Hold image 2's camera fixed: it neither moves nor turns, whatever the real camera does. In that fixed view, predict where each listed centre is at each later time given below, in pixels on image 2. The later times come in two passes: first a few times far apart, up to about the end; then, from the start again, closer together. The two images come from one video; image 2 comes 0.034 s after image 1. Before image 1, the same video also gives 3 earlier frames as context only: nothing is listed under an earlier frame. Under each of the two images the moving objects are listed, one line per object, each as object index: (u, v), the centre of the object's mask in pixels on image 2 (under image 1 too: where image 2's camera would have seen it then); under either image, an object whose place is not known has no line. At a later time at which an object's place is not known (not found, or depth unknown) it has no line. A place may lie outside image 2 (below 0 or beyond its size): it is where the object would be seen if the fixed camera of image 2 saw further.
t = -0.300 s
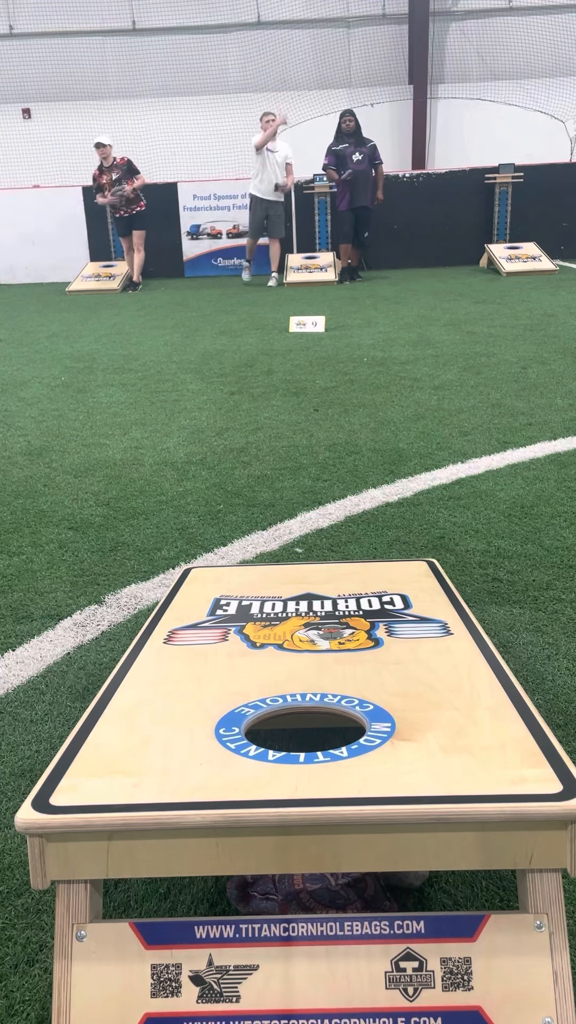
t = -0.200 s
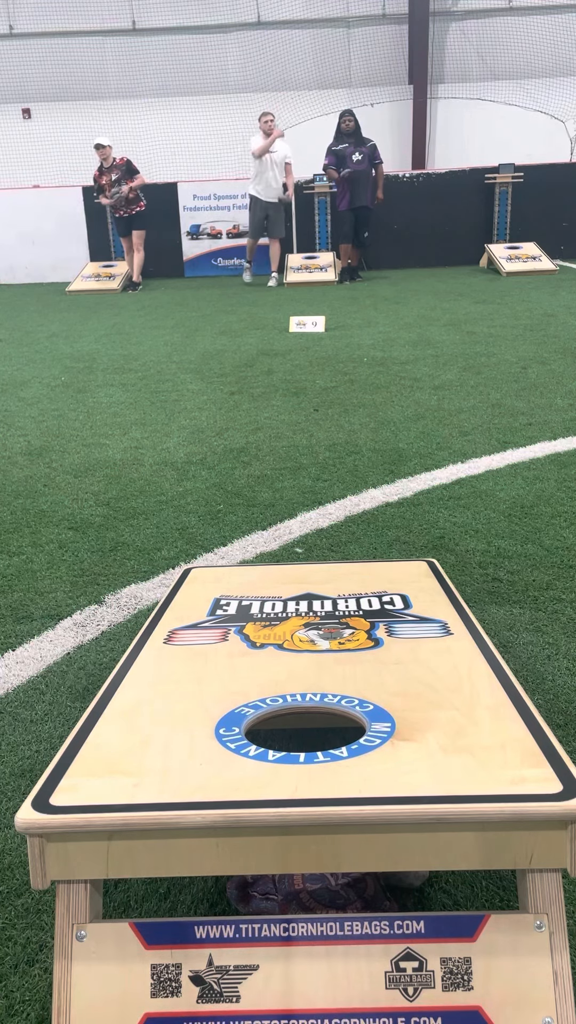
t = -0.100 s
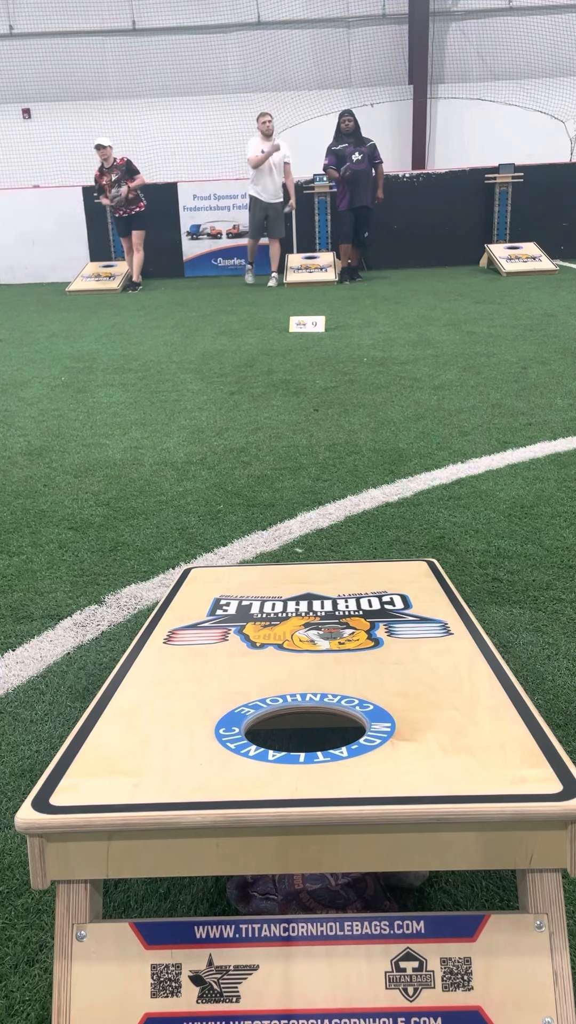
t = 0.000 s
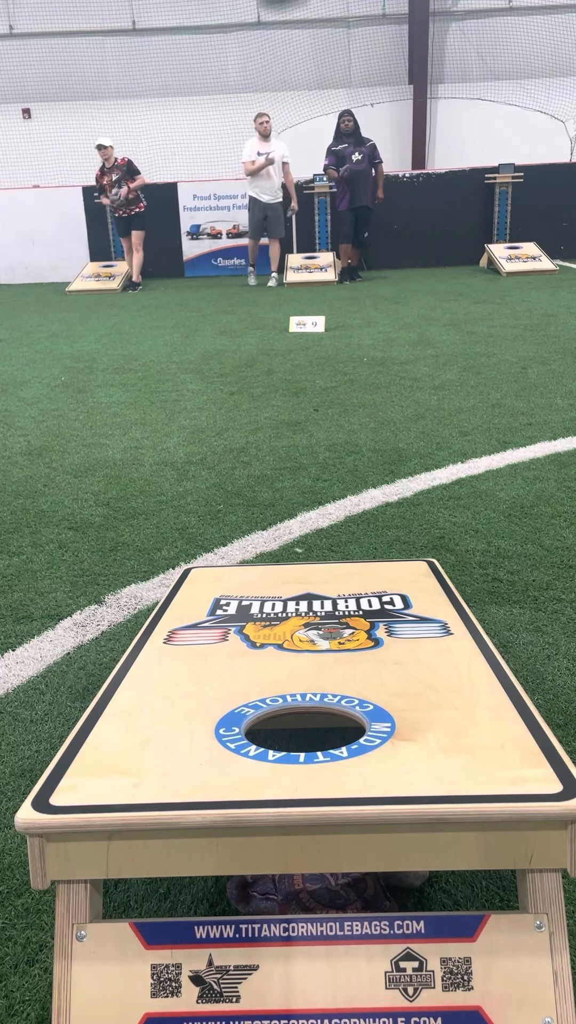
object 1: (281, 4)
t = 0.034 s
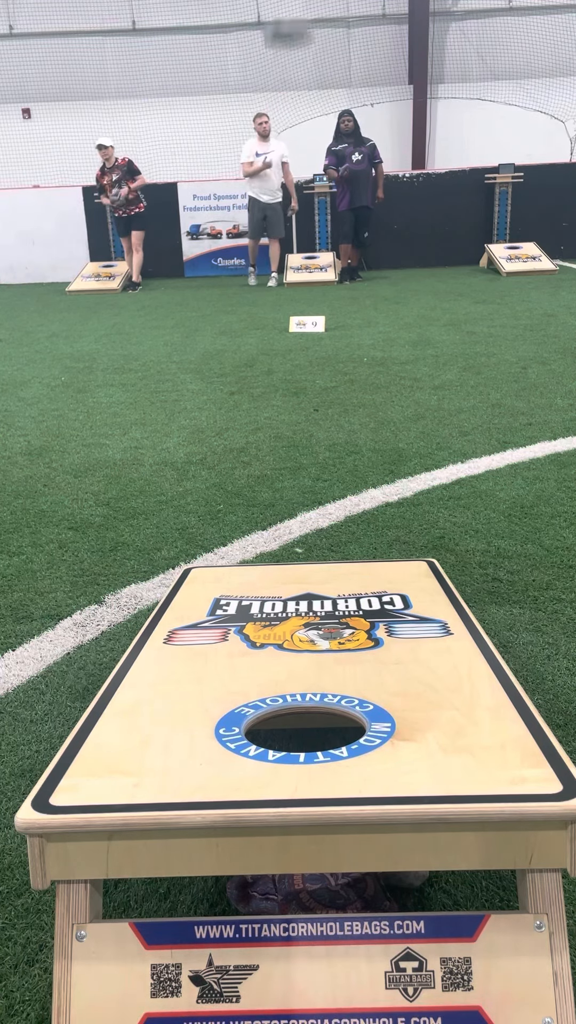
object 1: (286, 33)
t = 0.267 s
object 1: (360, 590)
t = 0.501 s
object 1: (417, 691)
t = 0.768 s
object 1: (469, 779)
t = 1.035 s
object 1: (473, 785)
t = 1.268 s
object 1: (473, 785)
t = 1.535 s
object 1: (473, 785)
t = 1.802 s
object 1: (473, 785)
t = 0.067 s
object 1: (293, 80)
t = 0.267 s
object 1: (360, 590)
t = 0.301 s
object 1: (367, 597)
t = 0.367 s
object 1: (379, 626)
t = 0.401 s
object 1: (388, 643)
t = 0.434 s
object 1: (400, 661)
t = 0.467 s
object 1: (409, 676)
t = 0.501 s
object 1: (417, 691)
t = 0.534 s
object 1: (425, 707)
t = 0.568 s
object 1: (435, 722)
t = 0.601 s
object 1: (442, 736)
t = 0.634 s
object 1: (449, 747)
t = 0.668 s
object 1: (455, 759)
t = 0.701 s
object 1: (461, 766)
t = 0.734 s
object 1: (465, 773)
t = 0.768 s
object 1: (469, 779)
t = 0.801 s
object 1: (471, 782)
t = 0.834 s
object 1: (473, 784)
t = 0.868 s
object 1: (473, 785)
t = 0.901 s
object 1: (473, 785)
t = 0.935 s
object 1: (473, 785)
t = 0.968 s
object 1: (473, 785)
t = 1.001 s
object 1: (473, 785)
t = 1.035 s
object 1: (473, 785)
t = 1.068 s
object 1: (473, 785)
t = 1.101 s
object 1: (473, 785)
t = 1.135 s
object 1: (473, 785)
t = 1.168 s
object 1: (473, 785)
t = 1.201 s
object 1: (473, 785)
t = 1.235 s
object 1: (473, 785)
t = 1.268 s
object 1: (473, 785)
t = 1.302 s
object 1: (473, 785)
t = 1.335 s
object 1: (473, 785)
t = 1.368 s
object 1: (473, 785)
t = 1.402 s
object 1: (473, 785)
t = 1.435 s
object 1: (473, 785)
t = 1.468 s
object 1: (473, 785)
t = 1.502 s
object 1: (473, 785)
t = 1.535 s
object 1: (473, 785)
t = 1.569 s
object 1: (473, 785)
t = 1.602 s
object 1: (473, 785)
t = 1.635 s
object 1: (473, 785)
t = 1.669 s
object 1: (473, 785)
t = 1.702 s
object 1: (473, 785)
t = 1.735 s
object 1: (473, 785)
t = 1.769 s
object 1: (473, 785)
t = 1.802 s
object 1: (473, 785)
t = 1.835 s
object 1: (473, 785)
